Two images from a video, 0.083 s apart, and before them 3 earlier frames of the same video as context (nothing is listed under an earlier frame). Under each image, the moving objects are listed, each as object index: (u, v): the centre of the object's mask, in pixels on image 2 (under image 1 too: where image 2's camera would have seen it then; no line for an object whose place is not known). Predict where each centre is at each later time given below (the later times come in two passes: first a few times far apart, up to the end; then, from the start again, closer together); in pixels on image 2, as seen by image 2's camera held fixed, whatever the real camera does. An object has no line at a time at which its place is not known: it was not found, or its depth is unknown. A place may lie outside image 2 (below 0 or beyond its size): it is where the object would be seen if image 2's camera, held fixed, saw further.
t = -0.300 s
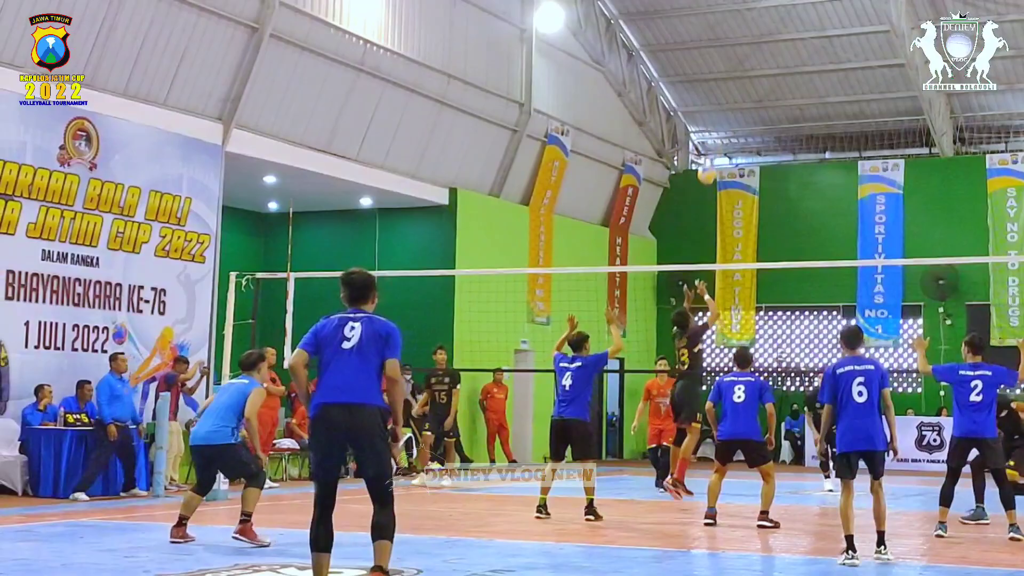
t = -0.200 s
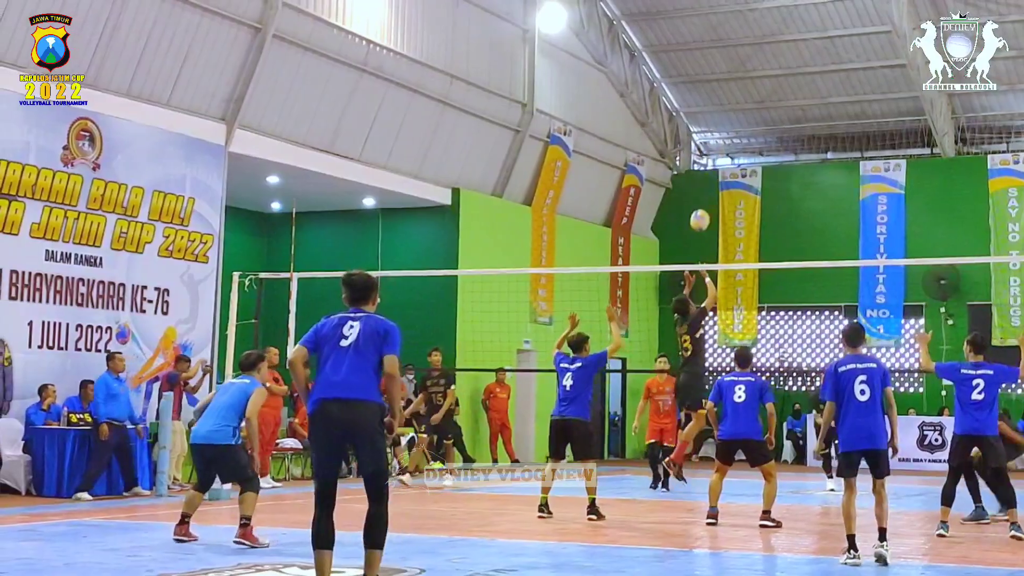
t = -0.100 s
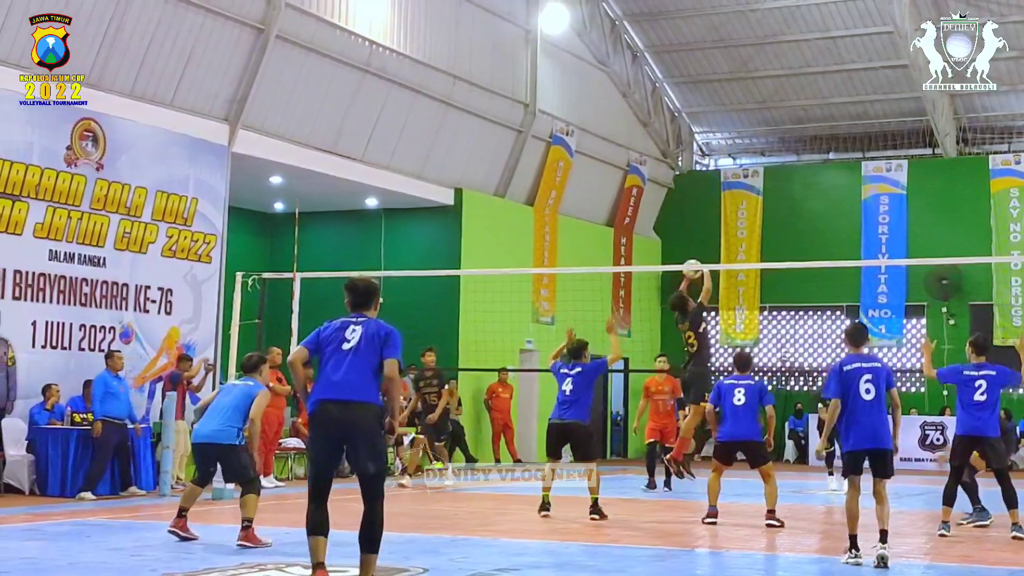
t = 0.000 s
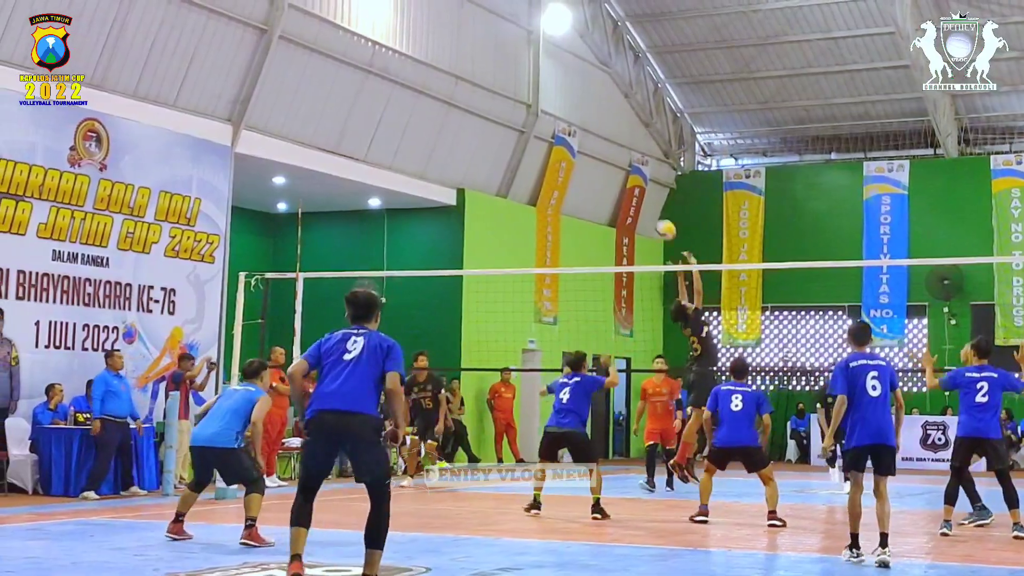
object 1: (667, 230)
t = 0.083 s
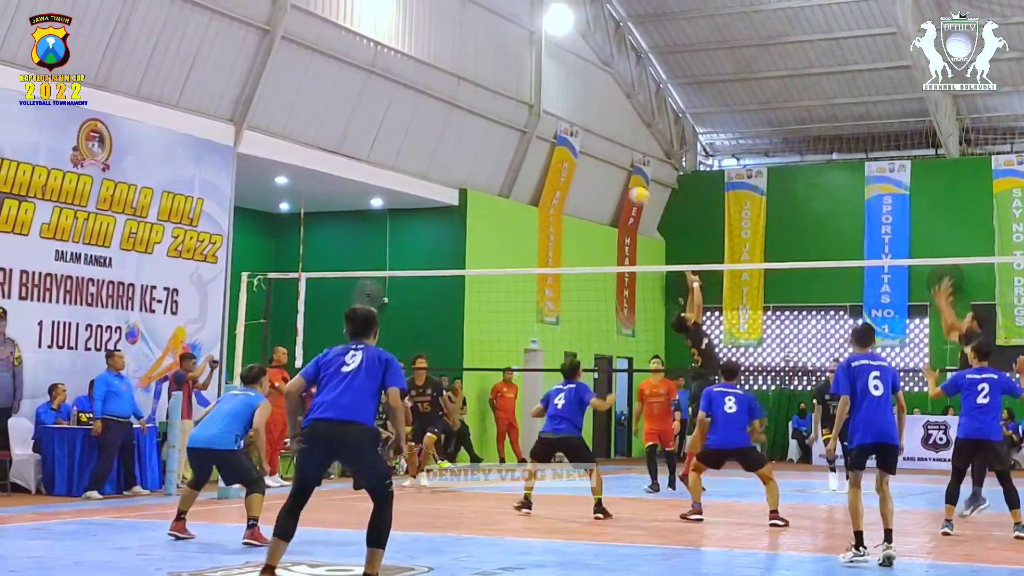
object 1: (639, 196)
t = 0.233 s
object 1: (592, 153)
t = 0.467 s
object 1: (523, 127)
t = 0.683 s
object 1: (460, 145)
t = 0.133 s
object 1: (623, 179)
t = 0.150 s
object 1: (619, 174)
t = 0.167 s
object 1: (613, 169)
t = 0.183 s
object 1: (607, 164)
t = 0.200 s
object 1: (603, 161)
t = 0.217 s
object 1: (597, 156)
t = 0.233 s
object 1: (592, 153)
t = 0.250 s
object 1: (587, 150)
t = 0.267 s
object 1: (582, 146)
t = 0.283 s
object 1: (577, 143)
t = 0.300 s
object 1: (572, 141)
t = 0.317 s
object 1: (567, 138)
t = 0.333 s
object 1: (562, 137)
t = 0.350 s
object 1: (557, 135)
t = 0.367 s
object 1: (552, 133)
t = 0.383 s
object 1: (547, 131)
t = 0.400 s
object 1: (542, 130)
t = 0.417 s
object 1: (537, 129)
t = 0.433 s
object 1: (533, 128)
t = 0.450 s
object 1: (528, 128)
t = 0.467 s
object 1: (523, 127)
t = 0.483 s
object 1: (518, 127)
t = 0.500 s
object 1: (513, 127)
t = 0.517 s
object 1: (508, 128)
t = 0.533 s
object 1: (503, 129)
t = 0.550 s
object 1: (498, 130)
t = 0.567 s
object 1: (494, 130)
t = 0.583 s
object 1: (488, 132)
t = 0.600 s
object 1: (484, 133)
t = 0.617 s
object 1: (479, 136)
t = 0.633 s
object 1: (474, 137)
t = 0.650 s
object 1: (469, 140)
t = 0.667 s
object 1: (465, 142)
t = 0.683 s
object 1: (460, 145)
